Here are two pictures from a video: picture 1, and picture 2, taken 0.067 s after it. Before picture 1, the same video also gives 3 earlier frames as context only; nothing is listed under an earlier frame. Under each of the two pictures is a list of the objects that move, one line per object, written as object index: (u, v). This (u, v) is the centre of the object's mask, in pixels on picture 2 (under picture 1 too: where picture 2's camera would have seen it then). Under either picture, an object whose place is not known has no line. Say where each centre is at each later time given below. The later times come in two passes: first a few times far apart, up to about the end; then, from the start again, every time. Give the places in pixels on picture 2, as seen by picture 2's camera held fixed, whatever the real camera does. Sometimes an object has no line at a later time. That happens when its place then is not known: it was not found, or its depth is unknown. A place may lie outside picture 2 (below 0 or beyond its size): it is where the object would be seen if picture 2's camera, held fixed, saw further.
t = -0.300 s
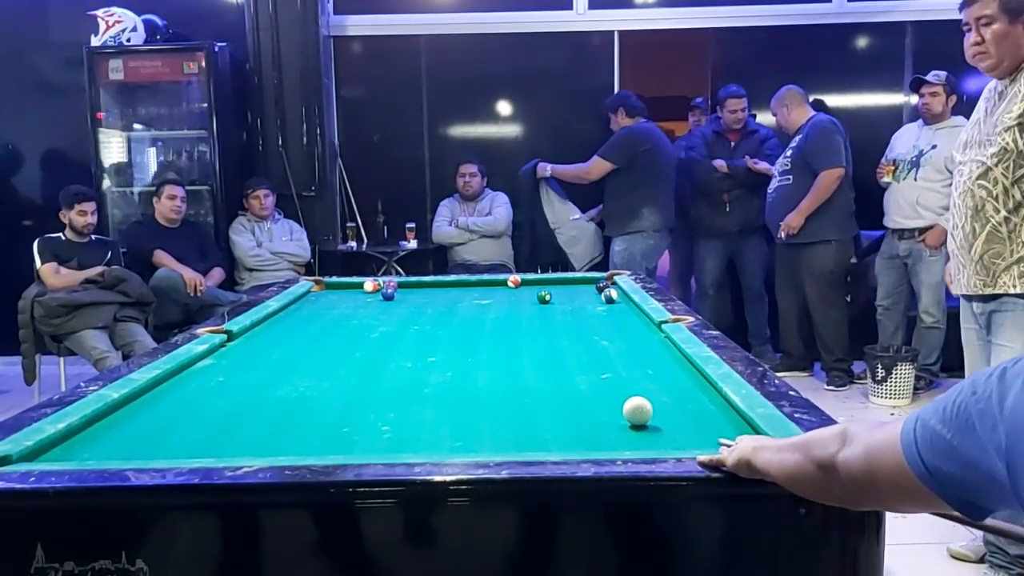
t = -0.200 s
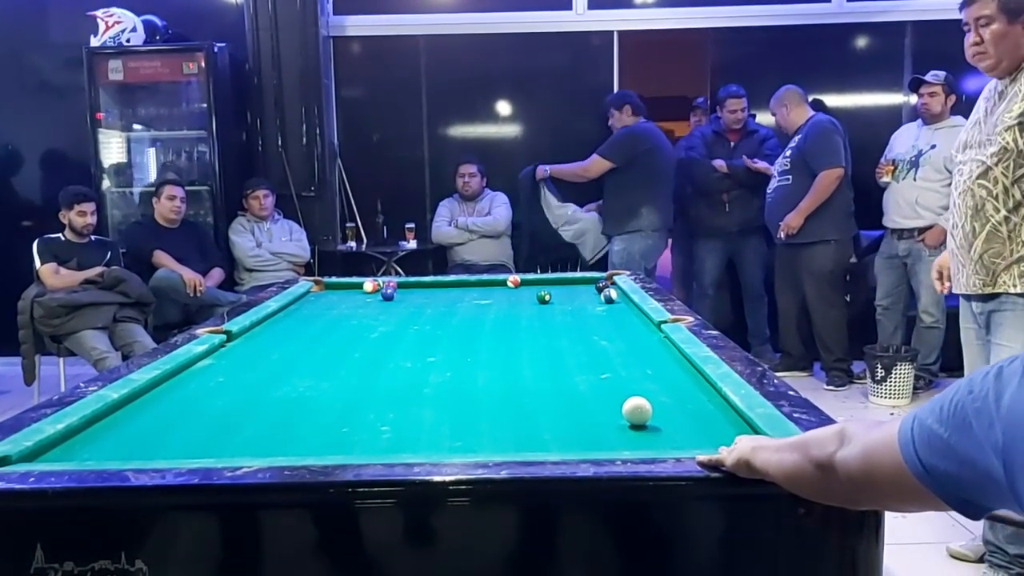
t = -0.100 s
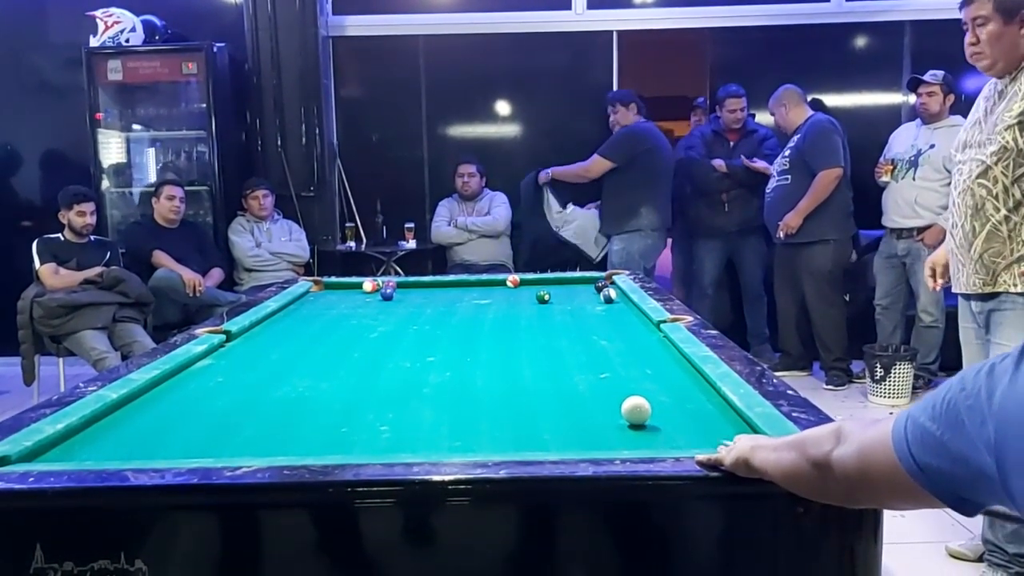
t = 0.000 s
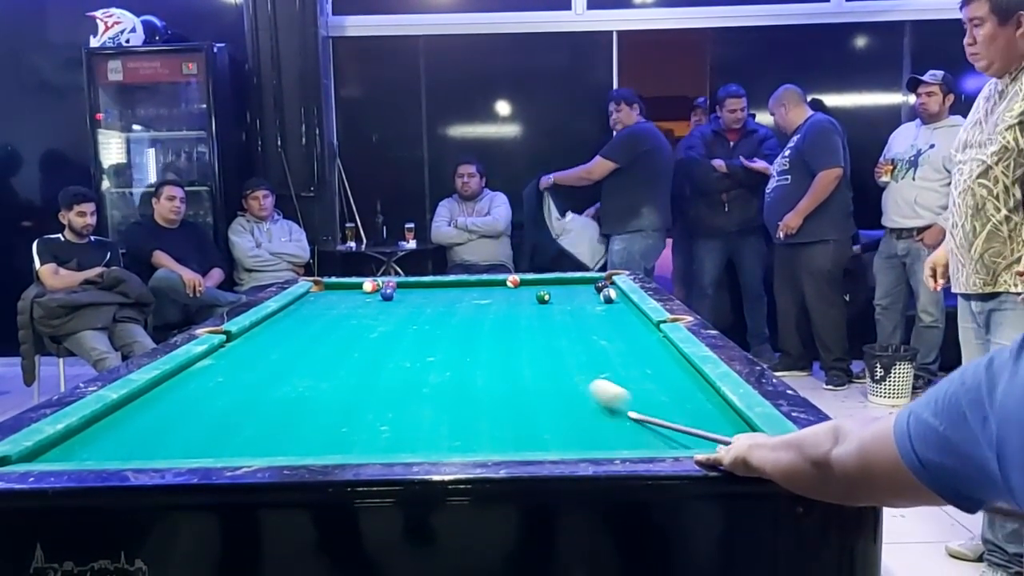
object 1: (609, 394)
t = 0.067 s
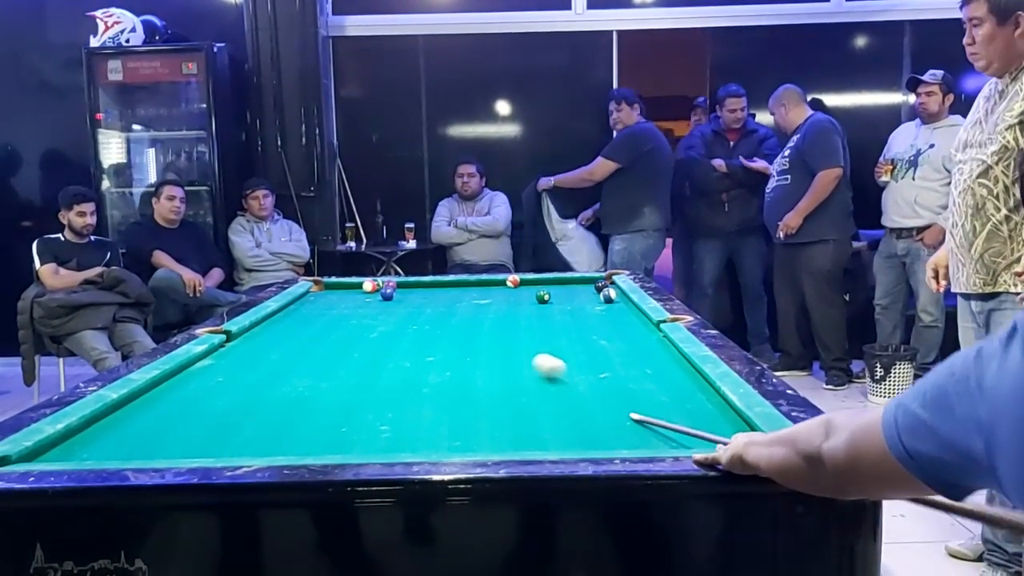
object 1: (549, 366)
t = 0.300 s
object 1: (434, 312)
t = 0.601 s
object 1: (431, 290)
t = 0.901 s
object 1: (482, 282)
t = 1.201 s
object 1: (502, 281)
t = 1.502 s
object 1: (507, 283)
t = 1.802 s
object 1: (511, 284)
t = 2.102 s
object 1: (513, 285)
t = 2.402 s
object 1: (513, 286)
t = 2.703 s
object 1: (513, 286)
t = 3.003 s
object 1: (513, 286)
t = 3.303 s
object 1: (513, 286)
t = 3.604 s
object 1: (513, 286)
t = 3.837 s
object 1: (512, 286)
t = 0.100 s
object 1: (525, 354)
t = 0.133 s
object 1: (505, 345)
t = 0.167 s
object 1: (487, 337)
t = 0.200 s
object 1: (472, 329)
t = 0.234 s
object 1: (457, 322)
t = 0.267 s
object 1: (445, 317)
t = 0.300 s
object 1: (434, 312)
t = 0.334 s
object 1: (423, 307)
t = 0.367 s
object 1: (414, 303)
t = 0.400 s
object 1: (406, 299)
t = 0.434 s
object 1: (399, 295)
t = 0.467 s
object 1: (402, 293)
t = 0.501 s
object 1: (410, 292)
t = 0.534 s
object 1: (418, 291)
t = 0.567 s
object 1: (424, 290)
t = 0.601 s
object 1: (431, 290)
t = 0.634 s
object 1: (437, 289)
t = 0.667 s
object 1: (442, 288)
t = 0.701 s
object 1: (448, 287)
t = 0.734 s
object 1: (454, 286)
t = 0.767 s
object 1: (459, 286)
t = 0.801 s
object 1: (465, 285)
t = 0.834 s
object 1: (471, 285)
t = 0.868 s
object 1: (476, 284)
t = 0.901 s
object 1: (482, 282)
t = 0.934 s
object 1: (487, 282)
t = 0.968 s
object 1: (492, 282)
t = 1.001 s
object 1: (497, 281)
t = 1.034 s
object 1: (499, 281)
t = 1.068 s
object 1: (499, 281)
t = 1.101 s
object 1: (500, 281)
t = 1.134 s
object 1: (500, 281)
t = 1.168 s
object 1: (501, 281)
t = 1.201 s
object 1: (502, 281)
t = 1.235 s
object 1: (502, 282)
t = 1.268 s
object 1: (503, 282)
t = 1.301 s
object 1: (504, 282)
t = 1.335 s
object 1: (504, 282)
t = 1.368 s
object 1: (504, 282)
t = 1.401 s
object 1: (505, 282)
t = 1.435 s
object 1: (506, 282)
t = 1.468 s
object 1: (506, 283)
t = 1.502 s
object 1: (507, 283)
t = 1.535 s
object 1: (507, 283)
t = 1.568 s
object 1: (508, 283)
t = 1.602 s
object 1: (508, 283)
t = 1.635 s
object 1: (509, 283)
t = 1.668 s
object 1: (509, 284)
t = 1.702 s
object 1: (510, 284)
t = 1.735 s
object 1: (510, 284)
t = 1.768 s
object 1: (511, 284)
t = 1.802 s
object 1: (511, 284)
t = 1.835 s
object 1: (511, 285)
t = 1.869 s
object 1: (511, 285)
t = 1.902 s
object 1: (511, 284)
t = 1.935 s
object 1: (512, 285)
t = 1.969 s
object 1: (512, 285)
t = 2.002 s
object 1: (512, 285)
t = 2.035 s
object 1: (513, 285)
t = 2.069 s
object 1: (513, 285)
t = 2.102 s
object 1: (513, 285)
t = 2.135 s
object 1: (513, 286)
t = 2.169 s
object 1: (513, 286)
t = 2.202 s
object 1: (513, 286)
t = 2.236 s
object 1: (513, 286)
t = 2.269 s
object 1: (513, 286)
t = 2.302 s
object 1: (513, 286)
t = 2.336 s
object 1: (513, 286)
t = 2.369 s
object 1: (513, 286)
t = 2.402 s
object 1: (513, 286)
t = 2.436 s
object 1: (513, 286)
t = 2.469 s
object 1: (513, 286)
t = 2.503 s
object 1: (513, 286)
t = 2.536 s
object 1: (513, 286)
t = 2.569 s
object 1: (513, 286)
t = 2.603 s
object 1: (513, 286)
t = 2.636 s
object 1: (513, 286)
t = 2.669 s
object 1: (513, 286)
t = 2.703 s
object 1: (513, 286)
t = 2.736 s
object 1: (513, 286)
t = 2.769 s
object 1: (513, 286)
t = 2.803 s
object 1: (513, 286)
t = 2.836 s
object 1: (513, 286)
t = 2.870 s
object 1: (513, 286)
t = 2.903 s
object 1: (513, 286)
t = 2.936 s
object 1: (513, 286)
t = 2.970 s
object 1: (513, 286)
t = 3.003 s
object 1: (513, 286)
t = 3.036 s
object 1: (513, 286)
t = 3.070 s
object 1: (513, 286)
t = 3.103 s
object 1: (513, 286)
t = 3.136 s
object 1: (513, 286)
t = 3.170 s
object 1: (513, 286)
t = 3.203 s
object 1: (513, 286)
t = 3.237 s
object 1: (513, 286)
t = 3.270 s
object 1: (513, 286)
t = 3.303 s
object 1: (513, 286)
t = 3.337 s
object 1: (513, 286)
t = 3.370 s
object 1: (513, 286)
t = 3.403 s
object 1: (513, 285)
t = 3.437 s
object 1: (513, 286)
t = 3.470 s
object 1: (513, 286)
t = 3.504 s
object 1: (513, 286)
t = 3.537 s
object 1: (513, 286)
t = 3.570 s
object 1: (513, 286)
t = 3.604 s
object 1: (513, 286)
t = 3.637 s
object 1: (513, 285)
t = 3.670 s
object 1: (513, 286)
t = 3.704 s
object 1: (512, 286)
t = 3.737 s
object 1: (512, 286)
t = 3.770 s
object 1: (512, 286)
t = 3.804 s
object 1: (512, 286)
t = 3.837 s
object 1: (512, 286)
